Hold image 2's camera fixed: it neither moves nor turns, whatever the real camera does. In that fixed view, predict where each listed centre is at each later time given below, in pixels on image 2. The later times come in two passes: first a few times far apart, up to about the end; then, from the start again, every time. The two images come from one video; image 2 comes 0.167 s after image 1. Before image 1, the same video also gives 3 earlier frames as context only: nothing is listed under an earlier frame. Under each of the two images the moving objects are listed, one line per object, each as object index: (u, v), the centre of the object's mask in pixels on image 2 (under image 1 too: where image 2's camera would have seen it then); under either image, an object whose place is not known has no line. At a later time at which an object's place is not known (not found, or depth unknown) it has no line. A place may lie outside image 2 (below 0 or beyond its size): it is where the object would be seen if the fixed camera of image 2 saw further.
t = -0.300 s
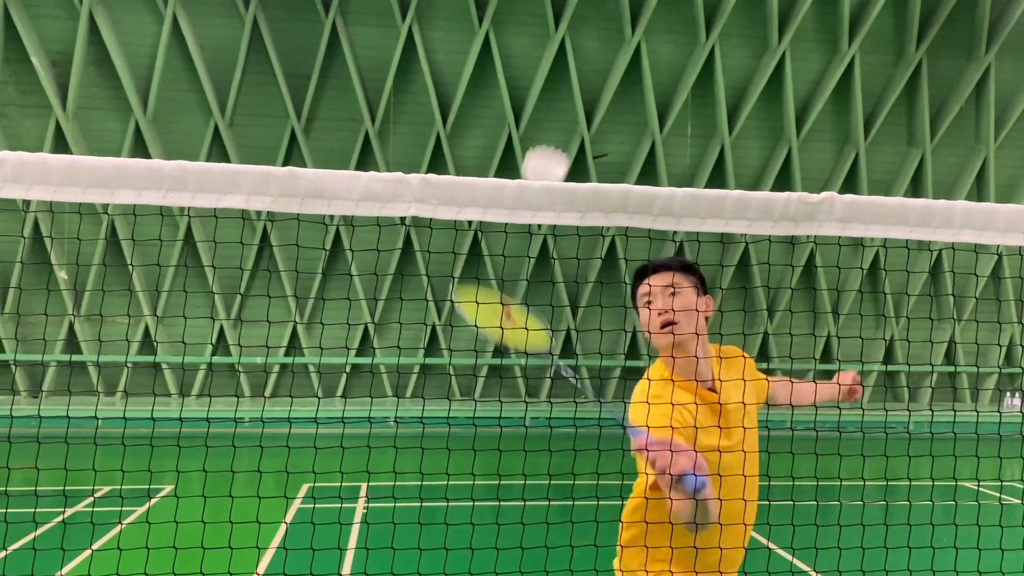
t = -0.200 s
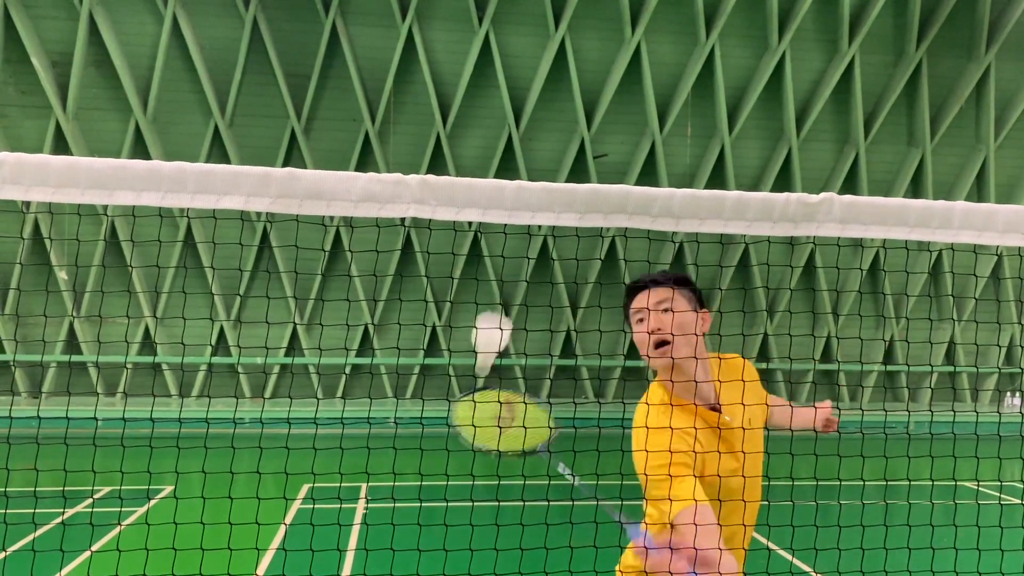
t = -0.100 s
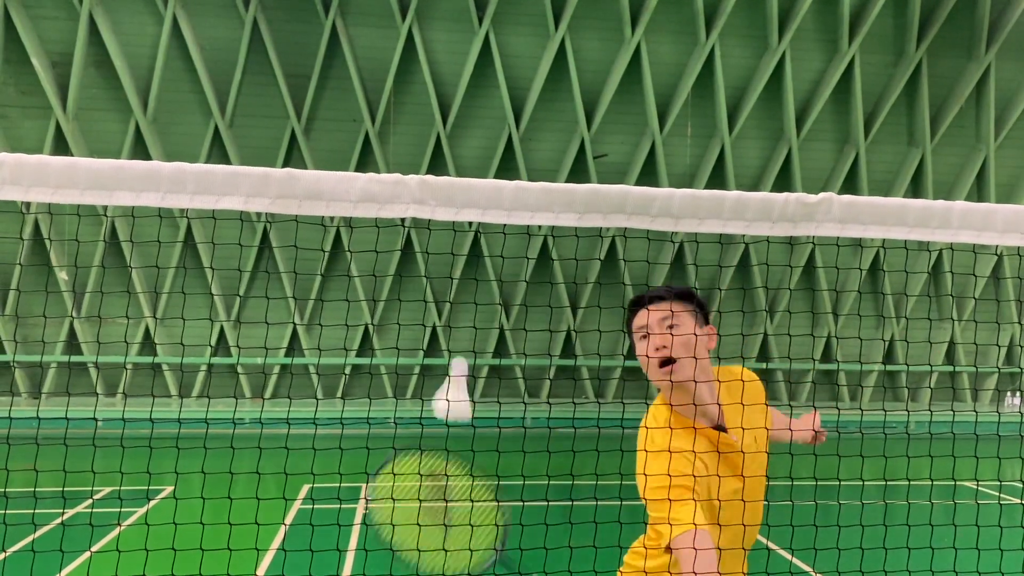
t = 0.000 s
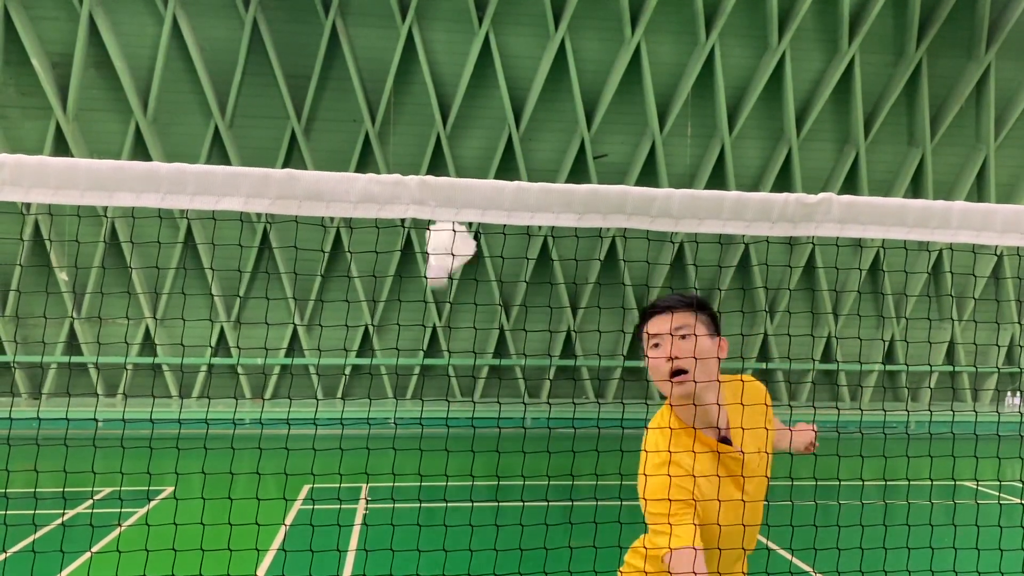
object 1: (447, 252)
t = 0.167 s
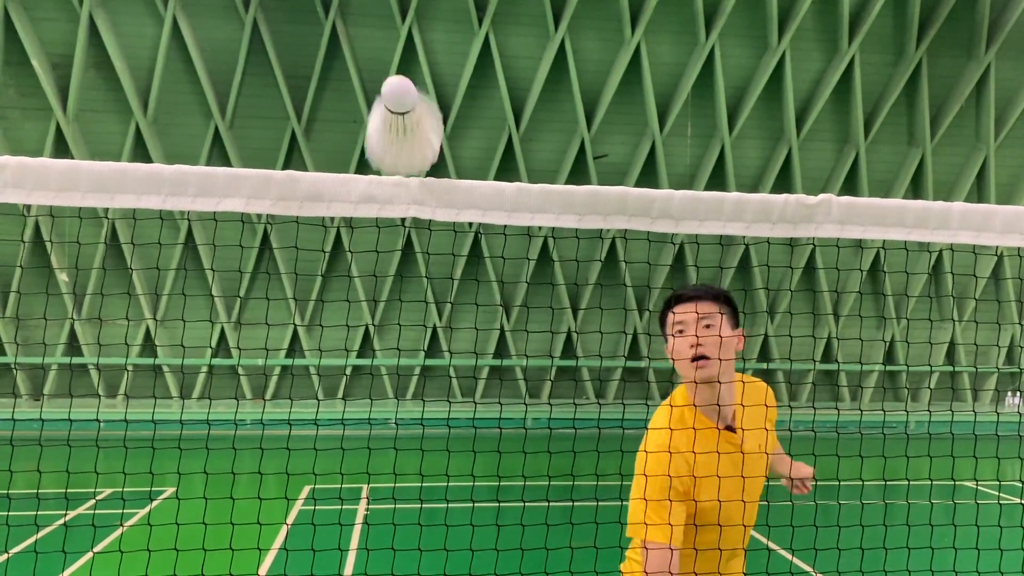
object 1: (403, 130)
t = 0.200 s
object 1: (414, 55)
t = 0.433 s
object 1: (380, 395)
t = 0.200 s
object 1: (414, 55)
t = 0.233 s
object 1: (407, 45)
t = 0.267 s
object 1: (400, 44)
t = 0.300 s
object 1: (385, 96)
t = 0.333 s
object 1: (376, 173)
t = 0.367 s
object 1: (378, 229)
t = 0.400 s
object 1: (376, 313)
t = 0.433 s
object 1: (380, 395)
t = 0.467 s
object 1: (383, 472)
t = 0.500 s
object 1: (384, 547)
